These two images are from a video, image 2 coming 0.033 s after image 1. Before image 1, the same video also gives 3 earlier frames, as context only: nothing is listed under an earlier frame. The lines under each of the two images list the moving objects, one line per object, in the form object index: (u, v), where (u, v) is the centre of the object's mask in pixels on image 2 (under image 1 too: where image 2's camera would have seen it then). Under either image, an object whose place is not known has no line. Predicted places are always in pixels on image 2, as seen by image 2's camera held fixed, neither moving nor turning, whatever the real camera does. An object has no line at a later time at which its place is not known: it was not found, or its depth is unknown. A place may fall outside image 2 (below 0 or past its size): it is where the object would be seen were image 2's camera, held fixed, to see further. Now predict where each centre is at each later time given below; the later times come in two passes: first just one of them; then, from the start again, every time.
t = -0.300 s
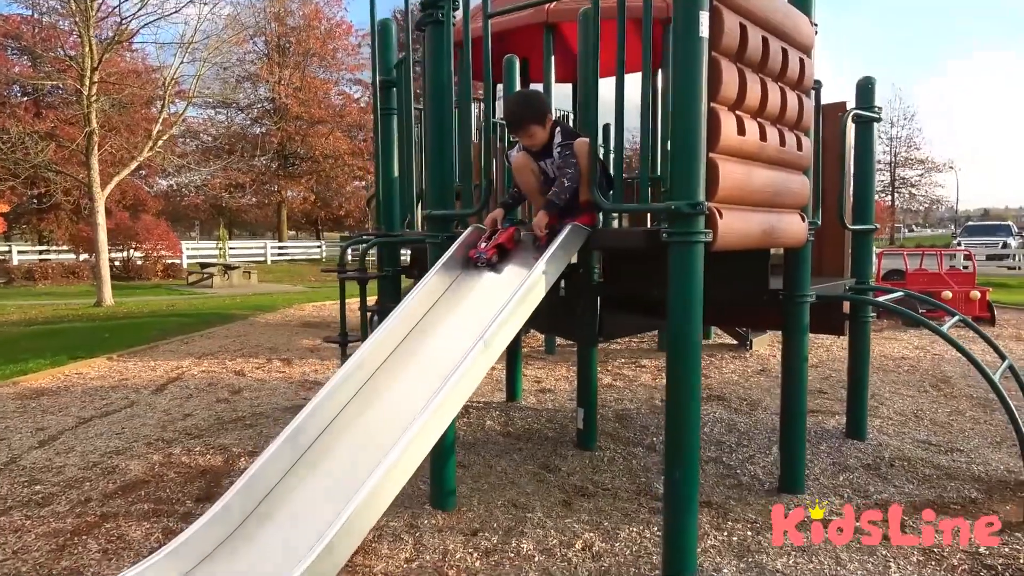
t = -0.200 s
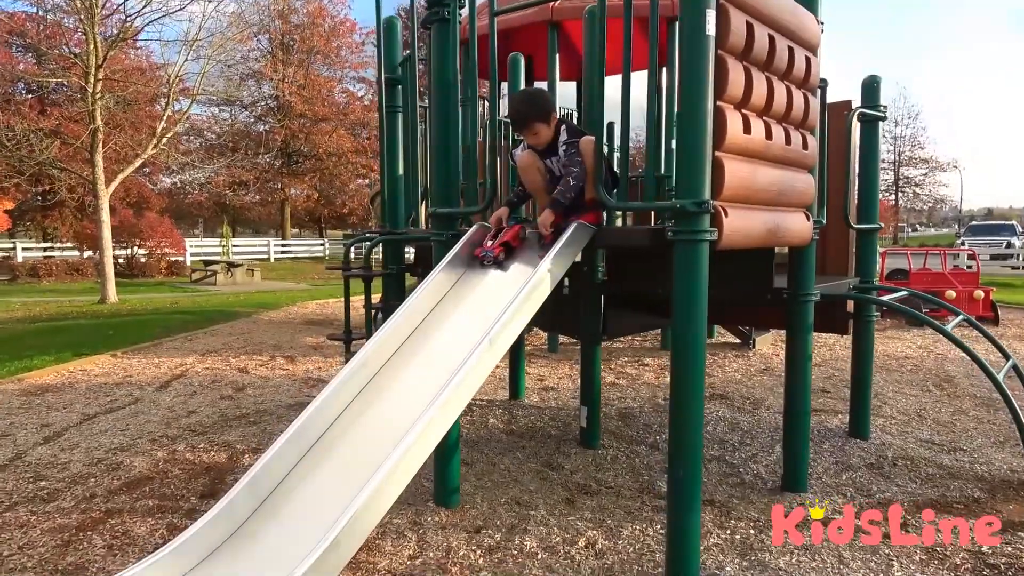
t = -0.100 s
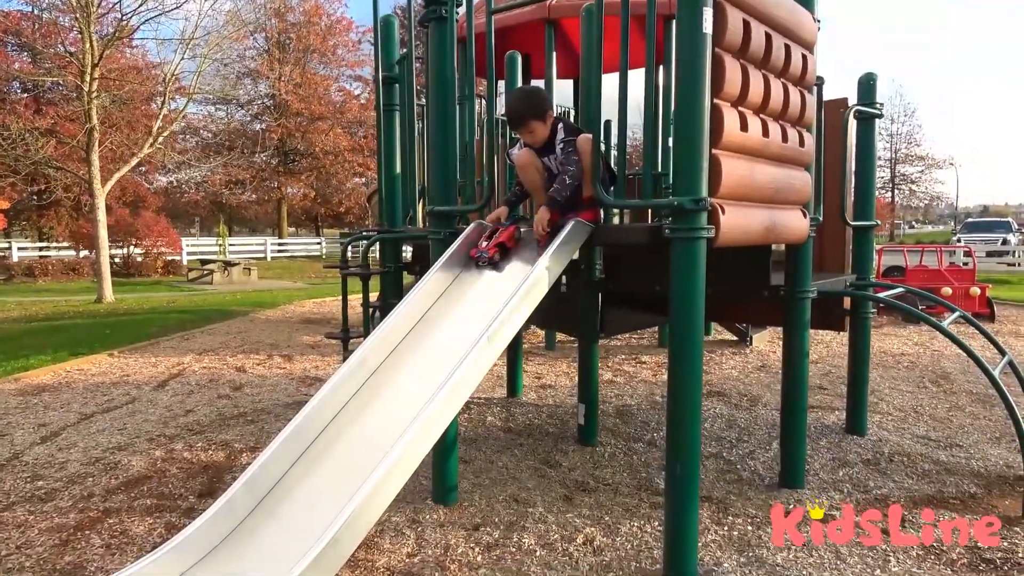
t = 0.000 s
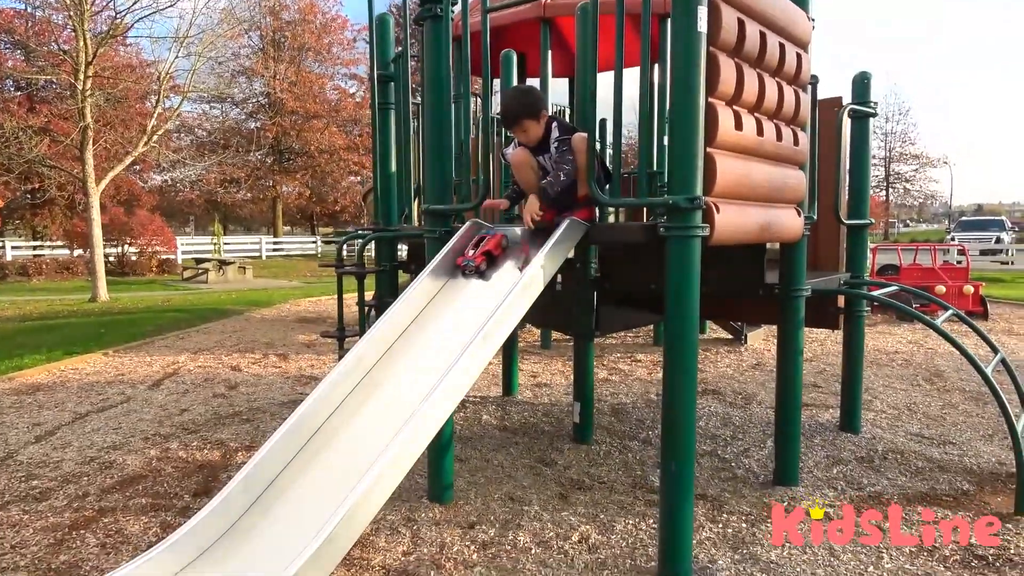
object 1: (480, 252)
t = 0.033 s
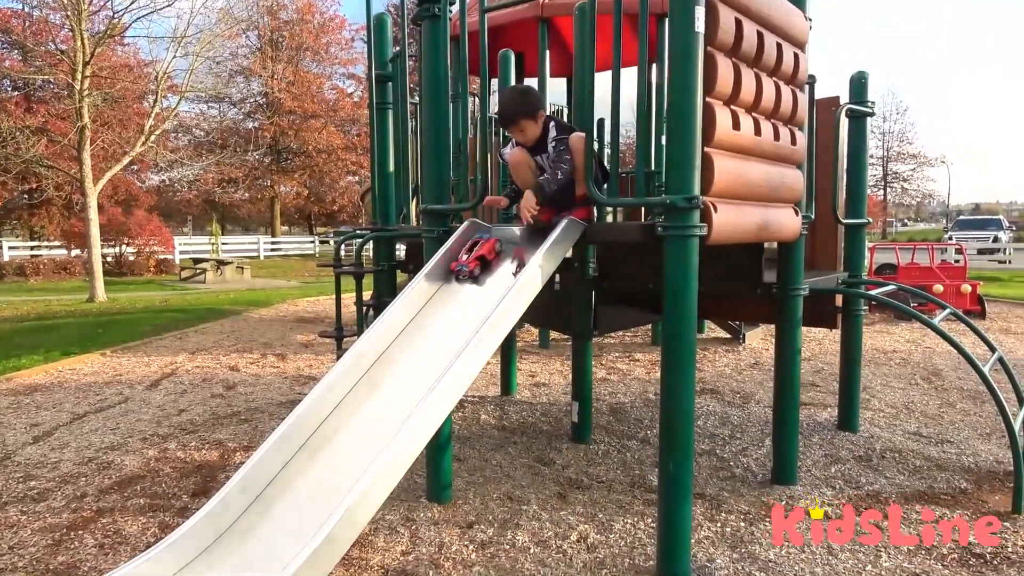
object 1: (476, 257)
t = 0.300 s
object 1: (410, 336)
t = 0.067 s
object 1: (471, 263)
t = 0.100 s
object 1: (465, 271)
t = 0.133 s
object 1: (458, 279)
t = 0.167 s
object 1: (450, 288)
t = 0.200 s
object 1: (442, 297)
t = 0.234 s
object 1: (432, 309)
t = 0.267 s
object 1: (421, 321)
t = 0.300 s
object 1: (410, 336)
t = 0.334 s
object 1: (396, 351)
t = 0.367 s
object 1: (381, 368)
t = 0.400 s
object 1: (365, 387)
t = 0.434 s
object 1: (346, 409)
